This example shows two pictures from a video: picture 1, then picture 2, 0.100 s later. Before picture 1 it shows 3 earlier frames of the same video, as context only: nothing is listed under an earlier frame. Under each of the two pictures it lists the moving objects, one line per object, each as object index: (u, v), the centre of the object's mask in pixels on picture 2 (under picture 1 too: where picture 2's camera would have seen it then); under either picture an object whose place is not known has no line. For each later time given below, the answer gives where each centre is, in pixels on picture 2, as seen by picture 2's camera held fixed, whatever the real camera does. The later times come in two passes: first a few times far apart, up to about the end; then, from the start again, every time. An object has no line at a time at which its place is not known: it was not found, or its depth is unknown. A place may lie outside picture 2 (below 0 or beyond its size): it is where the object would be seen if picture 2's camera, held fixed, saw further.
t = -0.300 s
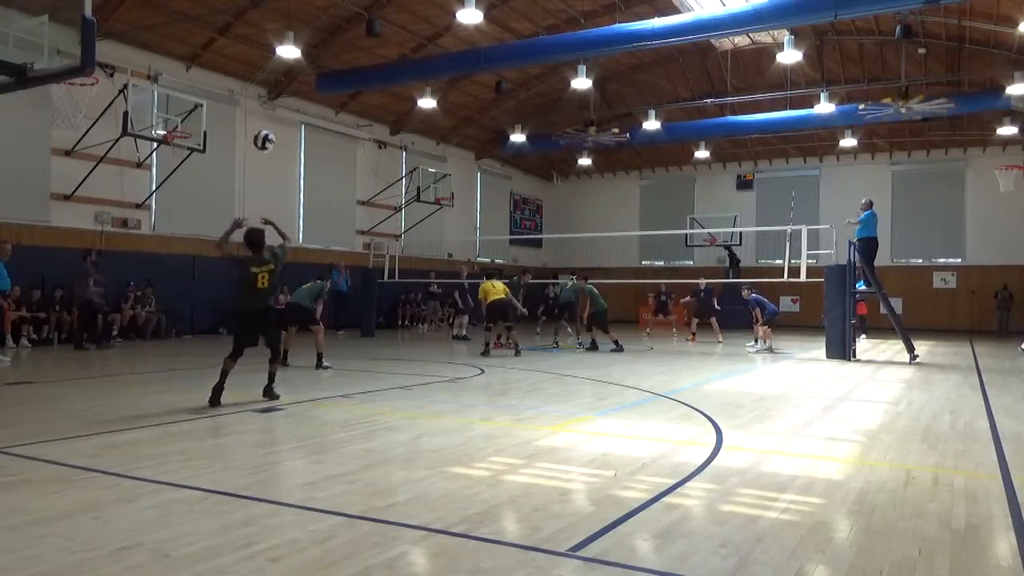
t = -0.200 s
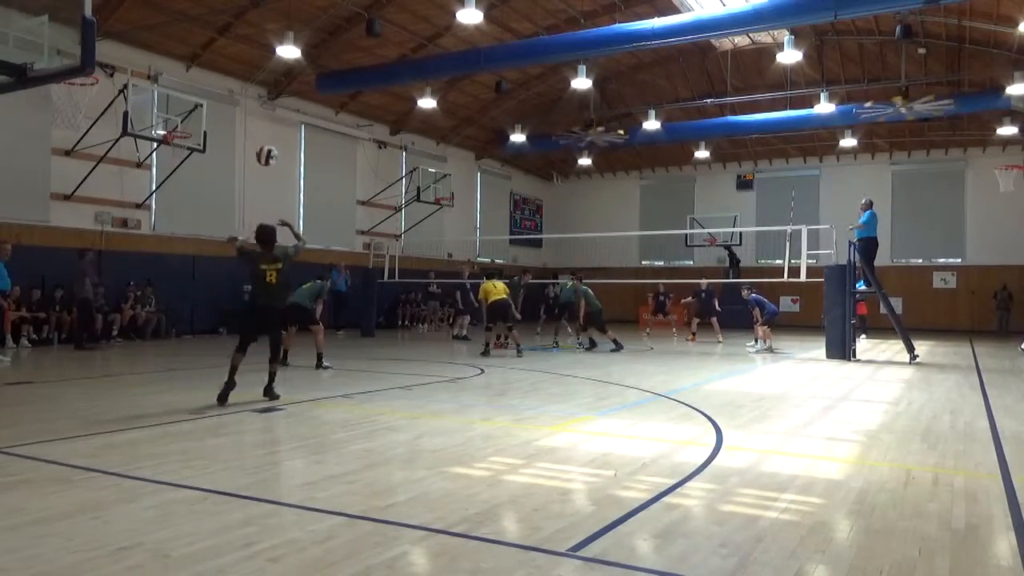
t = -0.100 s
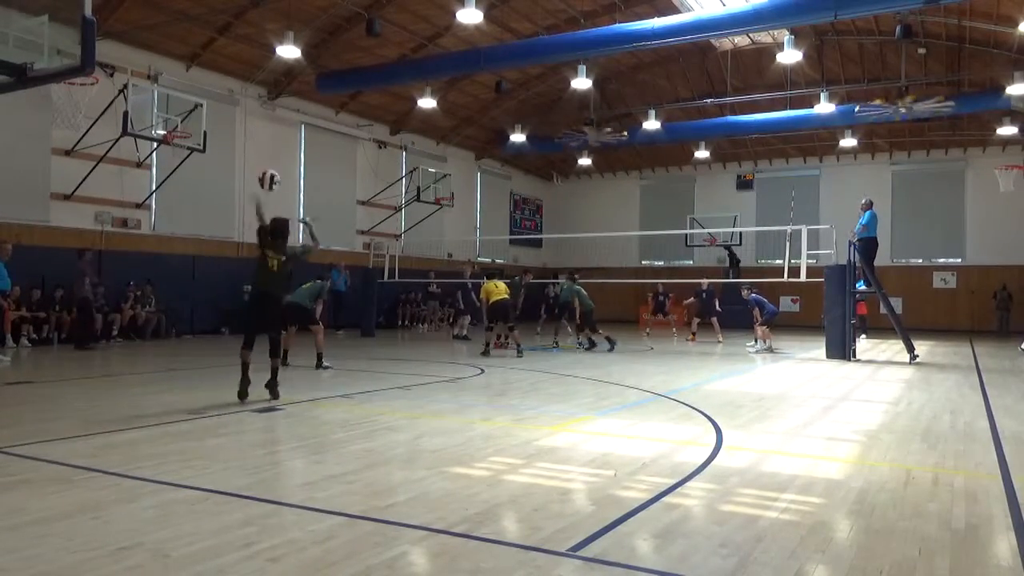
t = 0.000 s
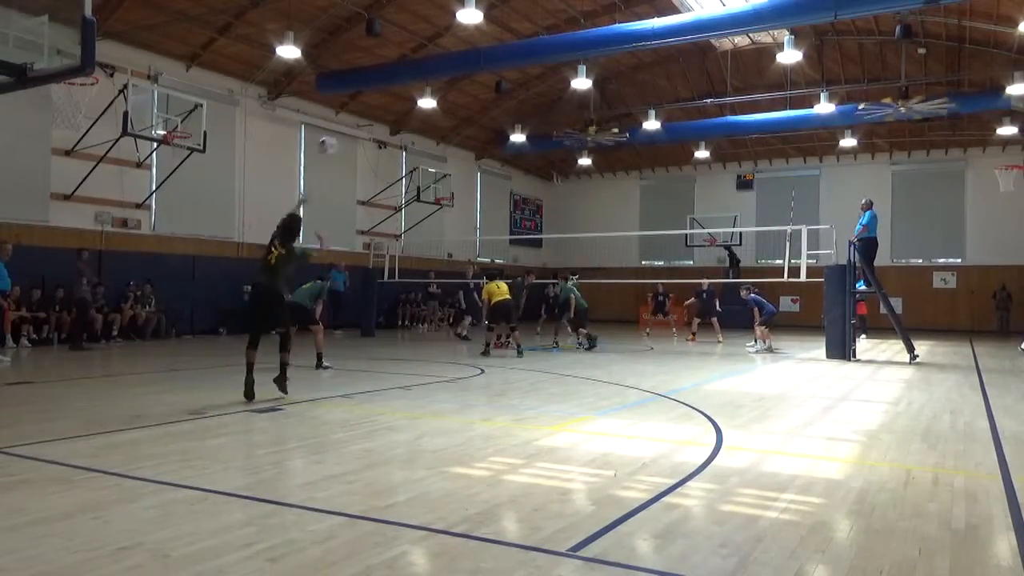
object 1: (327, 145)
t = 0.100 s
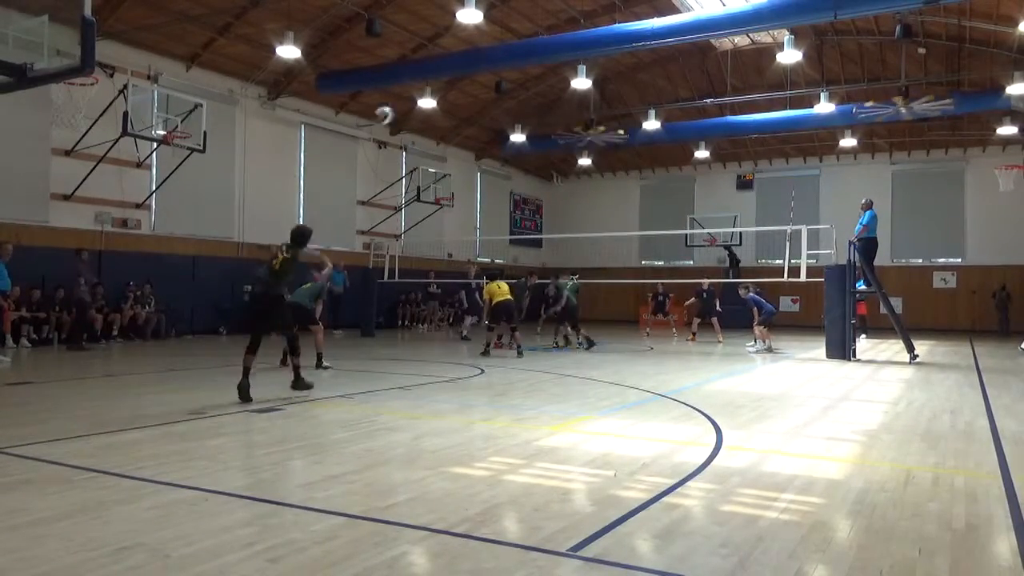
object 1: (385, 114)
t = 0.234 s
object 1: (443, 94)
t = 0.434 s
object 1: (503, 91)
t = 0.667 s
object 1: (551, 115)
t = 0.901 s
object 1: (582, 155)
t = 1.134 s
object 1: (604, 211)
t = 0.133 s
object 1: (400, 109)
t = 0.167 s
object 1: (414, 102)
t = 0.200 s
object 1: (428, 97)
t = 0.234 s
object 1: (443, 94)
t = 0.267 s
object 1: (454, 91)
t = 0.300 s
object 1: (466, 90)
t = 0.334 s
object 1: (476, 89)
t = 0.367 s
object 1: (487, 88)
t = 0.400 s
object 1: (495, 89)
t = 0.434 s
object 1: (503, 91)
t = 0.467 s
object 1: (512, 92)
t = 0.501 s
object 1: (520, 96)
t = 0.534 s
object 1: (527, 99)
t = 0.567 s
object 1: (534, 102)
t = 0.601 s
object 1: (540, 106)
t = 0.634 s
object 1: (546, 110)
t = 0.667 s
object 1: (551, 115)
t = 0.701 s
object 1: (556, 121)
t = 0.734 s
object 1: (561, 126)
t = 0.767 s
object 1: (565, 131)
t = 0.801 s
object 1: (569, 138)
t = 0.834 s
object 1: (574, 143)
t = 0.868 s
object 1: (578, 150)
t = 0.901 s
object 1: (582, 155)
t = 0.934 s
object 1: (585, 164)
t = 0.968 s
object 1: (588, 171)
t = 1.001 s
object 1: (593, 179)
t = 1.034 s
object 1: (595, 184)
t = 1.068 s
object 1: (597, 193)
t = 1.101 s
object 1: (599, 203)
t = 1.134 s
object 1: (604, 211)
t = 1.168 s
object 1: (606, 221)
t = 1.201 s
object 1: (607, 227)
